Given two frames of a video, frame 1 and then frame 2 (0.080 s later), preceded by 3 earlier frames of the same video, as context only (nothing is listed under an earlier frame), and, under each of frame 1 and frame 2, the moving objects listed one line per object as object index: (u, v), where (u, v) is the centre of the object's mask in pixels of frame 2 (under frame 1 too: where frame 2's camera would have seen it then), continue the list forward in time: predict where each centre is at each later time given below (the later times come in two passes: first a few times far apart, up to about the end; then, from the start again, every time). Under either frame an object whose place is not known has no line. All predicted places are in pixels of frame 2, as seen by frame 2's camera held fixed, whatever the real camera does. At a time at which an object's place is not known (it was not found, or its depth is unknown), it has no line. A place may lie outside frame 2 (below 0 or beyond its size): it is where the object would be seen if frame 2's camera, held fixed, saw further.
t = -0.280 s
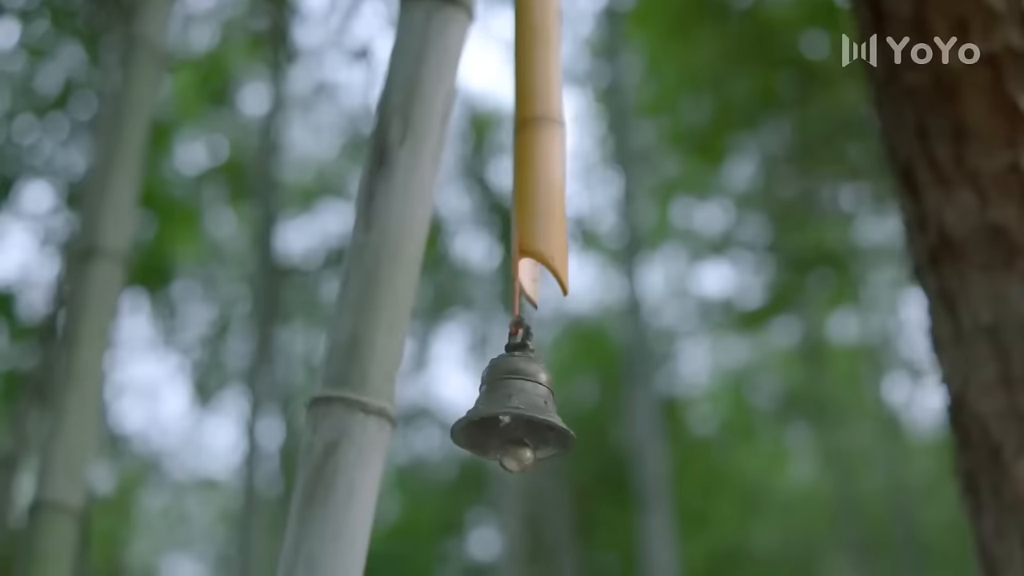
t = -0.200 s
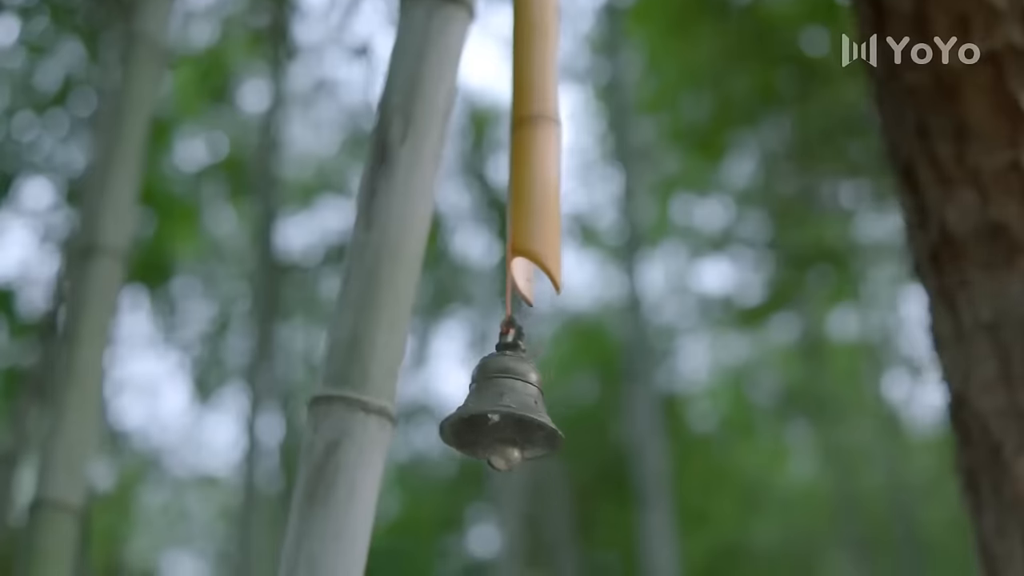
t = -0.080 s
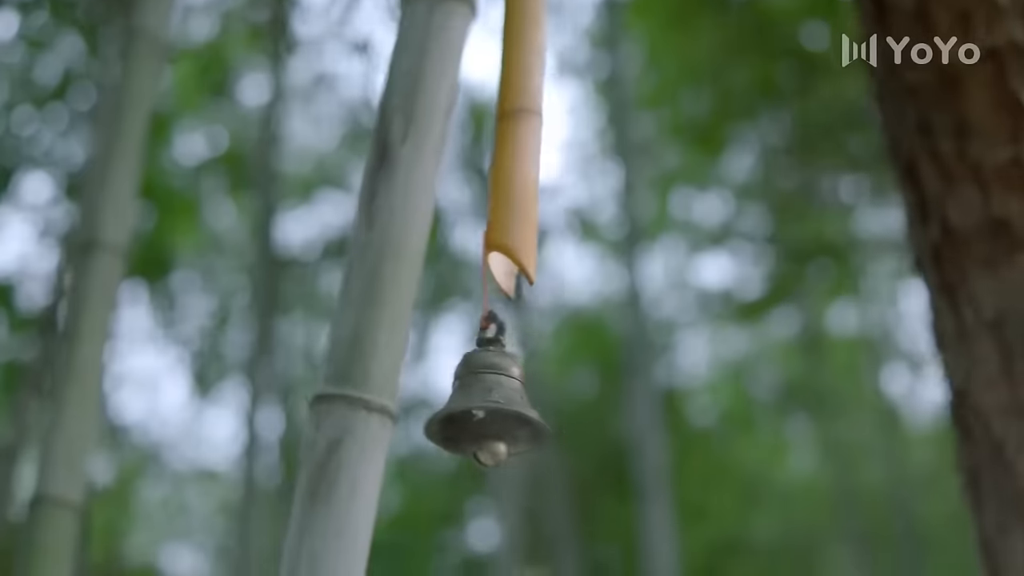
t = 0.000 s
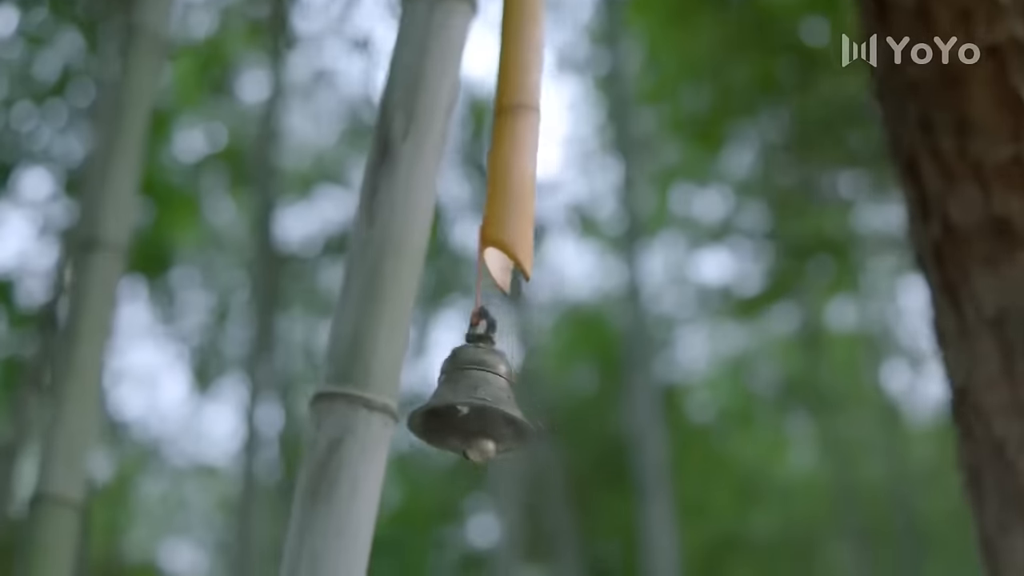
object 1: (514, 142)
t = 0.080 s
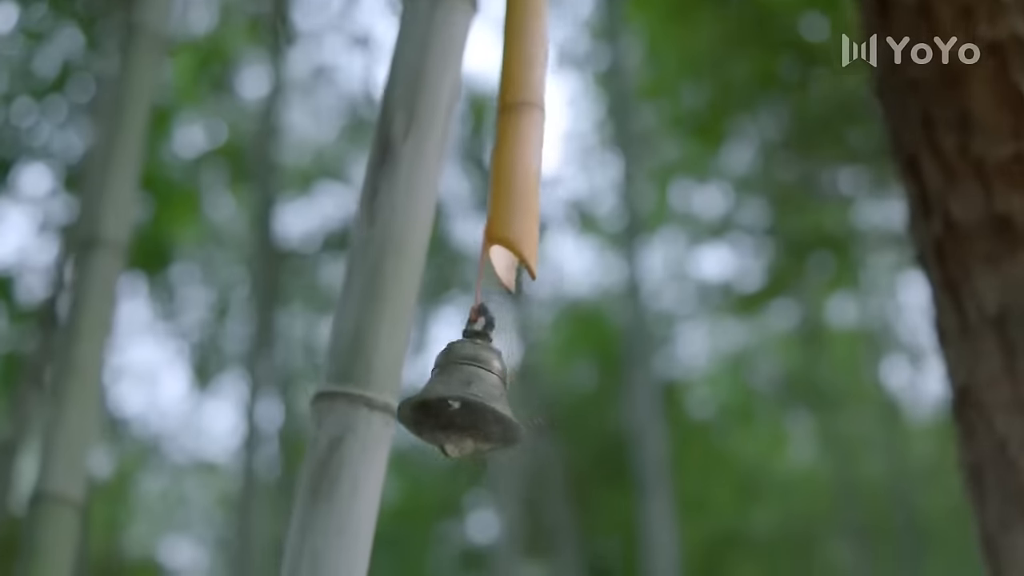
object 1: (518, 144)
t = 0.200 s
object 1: (522, 148)
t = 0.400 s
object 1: (542, 151)
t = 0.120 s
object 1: (520, 146)
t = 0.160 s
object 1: (521, 147)
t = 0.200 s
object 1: (522, 148)
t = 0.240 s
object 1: (523, 148)
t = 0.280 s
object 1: (525, 149)
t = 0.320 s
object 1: (529, 150)
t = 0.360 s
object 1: (535, 150)
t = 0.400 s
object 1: (542, 151)
